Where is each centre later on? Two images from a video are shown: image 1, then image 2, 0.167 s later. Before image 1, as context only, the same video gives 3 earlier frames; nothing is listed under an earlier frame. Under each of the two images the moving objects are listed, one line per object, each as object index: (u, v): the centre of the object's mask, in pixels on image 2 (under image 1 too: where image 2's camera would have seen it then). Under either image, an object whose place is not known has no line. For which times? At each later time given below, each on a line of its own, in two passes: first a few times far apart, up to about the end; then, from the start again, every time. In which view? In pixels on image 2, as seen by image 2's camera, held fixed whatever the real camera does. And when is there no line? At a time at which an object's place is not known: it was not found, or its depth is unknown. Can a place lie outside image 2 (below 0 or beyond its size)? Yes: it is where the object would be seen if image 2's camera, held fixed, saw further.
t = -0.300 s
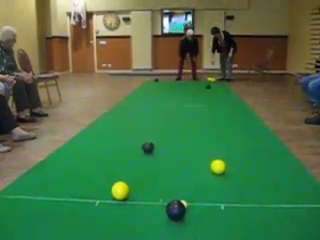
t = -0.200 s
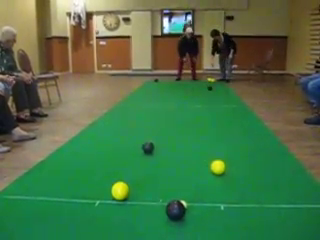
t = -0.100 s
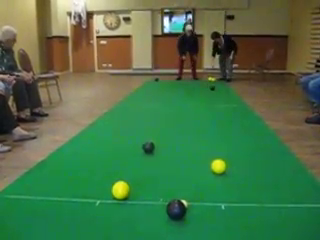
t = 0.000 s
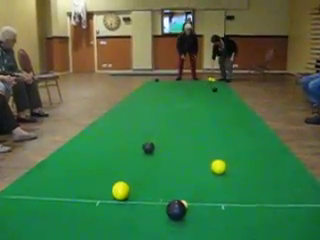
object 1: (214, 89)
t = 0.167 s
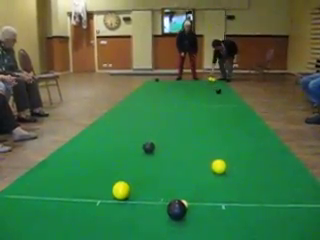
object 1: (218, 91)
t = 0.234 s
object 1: (219, 92)
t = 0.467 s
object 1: (224, 94)
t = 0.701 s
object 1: (229, 97)
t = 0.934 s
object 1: (234, 100)
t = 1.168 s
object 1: (238, 103)
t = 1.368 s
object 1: (242, 106)
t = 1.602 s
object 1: (248, 110)
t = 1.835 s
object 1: (252, 114)
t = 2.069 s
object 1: (257, 119)
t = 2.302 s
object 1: (263, 123)
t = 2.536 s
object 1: (268, 128)
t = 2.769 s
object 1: (273, 133)
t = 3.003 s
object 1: (279, 139)
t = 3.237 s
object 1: (284, 145)
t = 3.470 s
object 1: (288, 151)
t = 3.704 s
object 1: (293, 157)
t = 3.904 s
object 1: (297, 162)
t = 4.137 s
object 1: (301, 169)
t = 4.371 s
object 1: (305, 175)
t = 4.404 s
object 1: (305, 176)
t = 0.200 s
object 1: (218, 91)
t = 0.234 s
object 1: (219, 92)
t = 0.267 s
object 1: (220, 92)
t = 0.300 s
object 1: (220, 92)
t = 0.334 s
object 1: (221, 93)
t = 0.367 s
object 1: (222, 93)
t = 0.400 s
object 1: (222, 93)
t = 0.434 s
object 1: (223, 94)
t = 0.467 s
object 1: (224, 94)
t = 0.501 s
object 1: (224, 95)
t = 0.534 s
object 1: (225, 95)
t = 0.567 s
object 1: (226, 95)
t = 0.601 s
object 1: (226, 96)
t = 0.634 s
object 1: (227, 96)
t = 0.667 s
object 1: (228, 97)
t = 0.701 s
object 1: (229, 97)
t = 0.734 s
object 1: (229, 97)
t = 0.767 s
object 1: (230, 98)
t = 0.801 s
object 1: (231, 98)
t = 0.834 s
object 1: (231, 99)
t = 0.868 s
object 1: (232, 99)
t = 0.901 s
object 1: (233, 99)
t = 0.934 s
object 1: (234, 100)
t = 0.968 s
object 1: (234, 101)
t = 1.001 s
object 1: (235, 101)
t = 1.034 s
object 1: (236, 102)
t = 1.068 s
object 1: (236, 102)
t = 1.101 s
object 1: (237, 102)
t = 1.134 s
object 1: (238, 102)
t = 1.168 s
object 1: (238, 103)
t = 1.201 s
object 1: (239, 104)
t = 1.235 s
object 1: (240, 104)
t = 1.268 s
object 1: (240, 105)
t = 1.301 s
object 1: (241, 105)
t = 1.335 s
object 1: (242, 106)
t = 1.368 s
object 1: (242, 106)
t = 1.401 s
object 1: (243, 107)
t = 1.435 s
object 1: (244, 107)
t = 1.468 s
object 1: (245, 108)
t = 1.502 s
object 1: (245, 108)
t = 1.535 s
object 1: (246, 109)
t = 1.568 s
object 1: (247, 110)
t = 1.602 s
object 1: (248, 110)
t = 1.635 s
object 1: (248, 110)
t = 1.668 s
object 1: (249, 111)
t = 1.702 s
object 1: (250, 112)
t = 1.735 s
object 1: (250, 112)
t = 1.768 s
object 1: (251, 113)
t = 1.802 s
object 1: (252, 113)
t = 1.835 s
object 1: (252, 114)
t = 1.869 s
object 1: (253, 115)
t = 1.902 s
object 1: (254, 115)
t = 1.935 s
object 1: (255, 116)
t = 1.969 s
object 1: (255, 116)
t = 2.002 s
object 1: (256, 117)
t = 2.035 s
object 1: (257, 118)
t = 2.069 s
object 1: (257, 119)
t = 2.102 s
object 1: (258, 119)
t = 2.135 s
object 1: (259, 120)
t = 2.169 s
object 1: (260, 120)
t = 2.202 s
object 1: (260, 121)
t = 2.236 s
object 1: (261, 122)
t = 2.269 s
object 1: (262, 122)
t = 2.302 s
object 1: (263, 123)
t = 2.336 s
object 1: (264, 124)
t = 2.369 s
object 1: (265, 125)
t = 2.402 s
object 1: (265, 125)
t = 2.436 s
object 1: (266, 126)
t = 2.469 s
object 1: (266, 127)
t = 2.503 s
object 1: (267, 127)
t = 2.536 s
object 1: (268, 128)
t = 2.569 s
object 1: (269, 129)
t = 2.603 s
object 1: (269, 130)
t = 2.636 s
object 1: (270, 130)
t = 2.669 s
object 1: (271, 131)
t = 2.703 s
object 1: (272, 132)
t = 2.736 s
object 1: (273, 133)
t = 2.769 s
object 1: (273, 133)
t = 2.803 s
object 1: (274, 134)
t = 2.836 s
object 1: (275, 135)
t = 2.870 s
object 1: (275, 136)
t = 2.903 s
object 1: (276, 137)
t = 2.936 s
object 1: (277, 137)
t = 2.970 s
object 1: (278, 138)
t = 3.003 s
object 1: (279, 139)
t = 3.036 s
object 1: (279, 140)
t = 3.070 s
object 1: (280, 141)
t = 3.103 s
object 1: (281, 142)
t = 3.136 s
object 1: (282, 143)
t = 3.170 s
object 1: (282, 143)
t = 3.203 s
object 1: (283, 144)
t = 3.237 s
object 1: (284, 145)
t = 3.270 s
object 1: (284, 145)
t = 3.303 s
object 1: (285, 146)
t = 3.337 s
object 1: (286, 147)
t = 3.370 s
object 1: (286, 148)
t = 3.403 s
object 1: (287, 149)
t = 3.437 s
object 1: (288, 150)
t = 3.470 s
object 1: (288, 151)
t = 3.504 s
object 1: (289, 152)
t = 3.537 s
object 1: (290, 152)
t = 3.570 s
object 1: (291, 153)
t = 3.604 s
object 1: (292, 154)
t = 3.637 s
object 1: (292, 155)
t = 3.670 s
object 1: (293, 156)
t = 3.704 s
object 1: (293, 157)
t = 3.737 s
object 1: (294, 158)
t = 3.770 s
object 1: (295, 159)
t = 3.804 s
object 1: (296, 160)
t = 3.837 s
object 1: (296, 161)
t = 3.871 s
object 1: (296, 161)
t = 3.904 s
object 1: (297, 162)
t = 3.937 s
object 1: (298, 163)
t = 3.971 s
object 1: (298, 164)
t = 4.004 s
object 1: (299, 165)
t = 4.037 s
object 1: (300, 166)
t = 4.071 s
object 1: (300, 167)
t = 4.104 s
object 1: (301, 168)
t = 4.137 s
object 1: (301, 169)
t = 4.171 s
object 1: (302, 169)
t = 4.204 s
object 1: (303, 171)
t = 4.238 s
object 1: (303, 171)
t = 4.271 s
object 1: (303, 172)
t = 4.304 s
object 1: (304, 173)
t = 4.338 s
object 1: (304, 174)
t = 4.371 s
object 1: (305, 175)
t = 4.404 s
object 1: (305, 176)
